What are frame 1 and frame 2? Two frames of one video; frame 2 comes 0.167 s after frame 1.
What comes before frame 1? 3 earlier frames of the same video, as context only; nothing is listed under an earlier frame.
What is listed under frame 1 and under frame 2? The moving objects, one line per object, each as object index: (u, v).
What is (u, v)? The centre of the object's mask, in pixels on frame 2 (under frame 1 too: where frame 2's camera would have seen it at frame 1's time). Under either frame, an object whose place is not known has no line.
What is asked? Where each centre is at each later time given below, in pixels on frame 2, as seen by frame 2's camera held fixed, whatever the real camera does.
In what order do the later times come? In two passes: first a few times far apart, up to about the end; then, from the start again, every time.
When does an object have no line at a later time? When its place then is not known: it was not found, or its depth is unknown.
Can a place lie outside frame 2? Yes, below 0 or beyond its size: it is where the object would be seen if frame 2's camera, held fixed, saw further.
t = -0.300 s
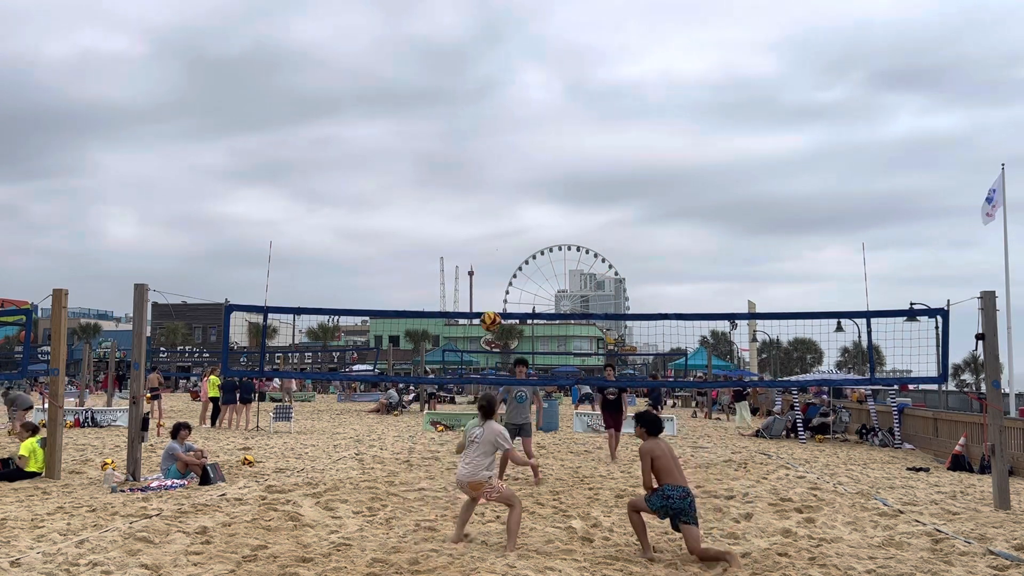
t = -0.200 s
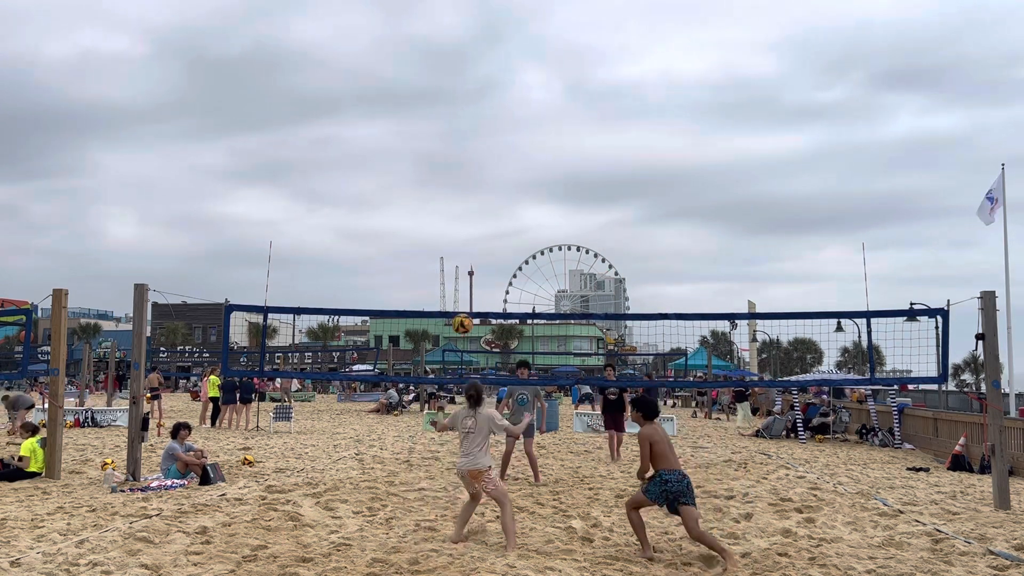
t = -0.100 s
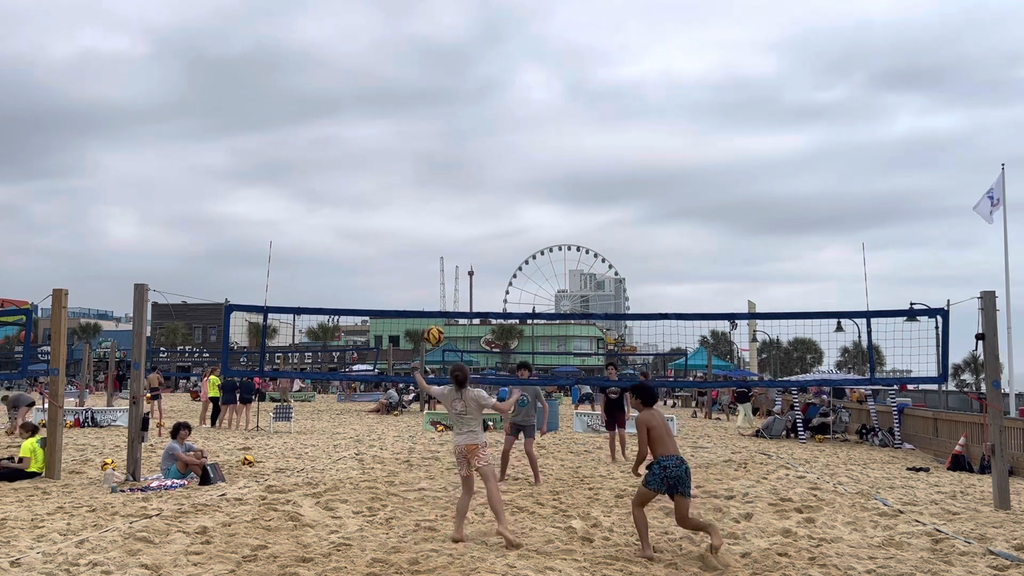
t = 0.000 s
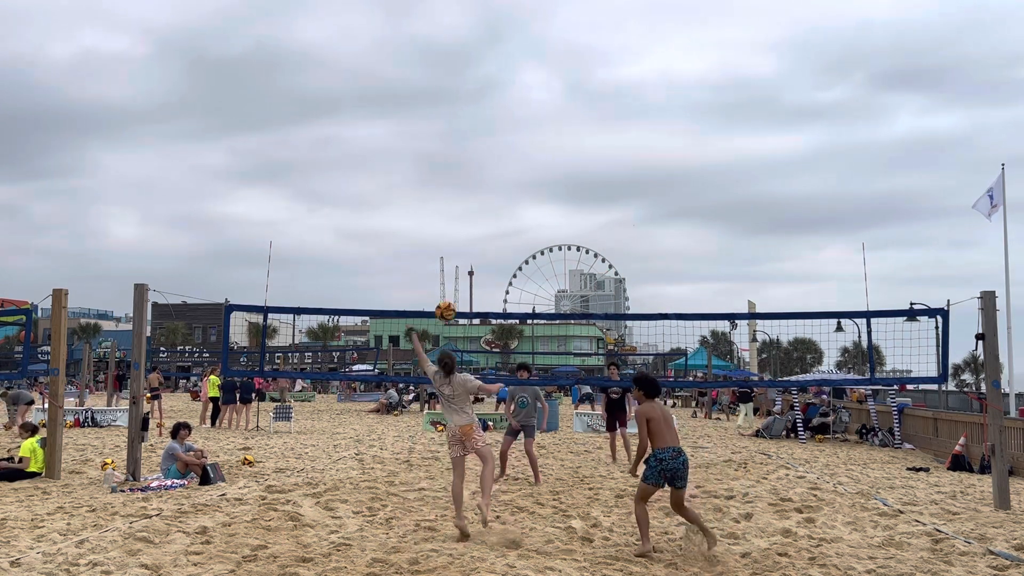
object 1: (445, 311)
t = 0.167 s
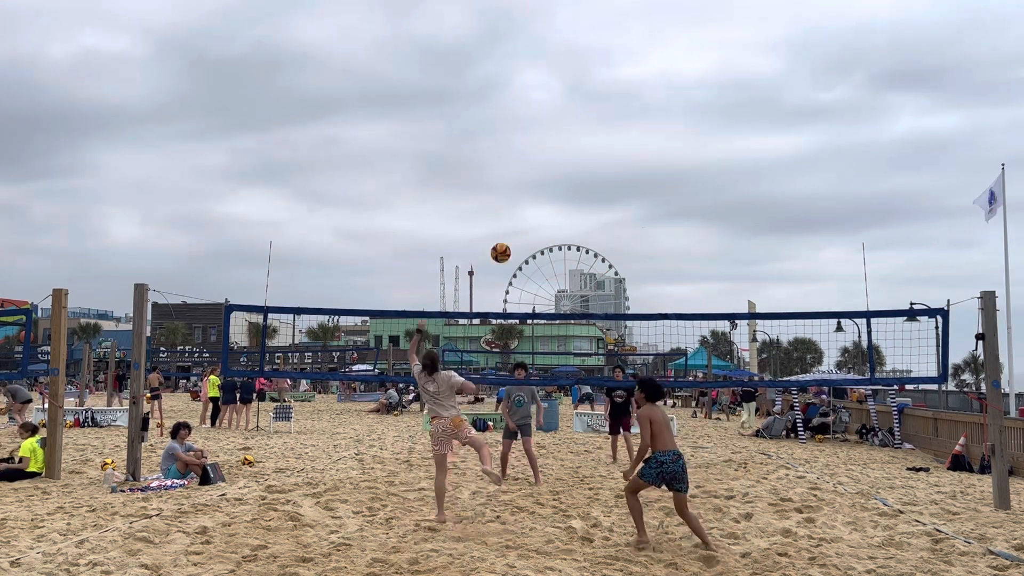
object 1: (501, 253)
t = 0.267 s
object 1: (533, 232)
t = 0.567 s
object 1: (627, 226)
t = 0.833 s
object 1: (705, 289)
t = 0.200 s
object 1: (512, 244)
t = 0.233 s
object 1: (522, 237)
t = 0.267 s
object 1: (533, 232)
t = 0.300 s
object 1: (544, 227)
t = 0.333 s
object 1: (554, 223)
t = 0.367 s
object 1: (565, 220)
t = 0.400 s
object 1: (575, 218)
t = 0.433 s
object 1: (586, 218)
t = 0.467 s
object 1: (596, 218)
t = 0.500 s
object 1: (606, 219)
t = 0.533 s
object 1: (616, 222)
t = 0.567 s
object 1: (627, 226)
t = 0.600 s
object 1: (637, 230)
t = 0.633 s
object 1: (647, 235)
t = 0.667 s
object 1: (656, 242)
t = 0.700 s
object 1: (667, 249)
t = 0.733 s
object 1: (676, 258)
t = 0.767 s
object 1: (686, 267)
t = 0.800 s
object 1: (695, 278)
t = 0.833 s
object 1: (705, 289)
